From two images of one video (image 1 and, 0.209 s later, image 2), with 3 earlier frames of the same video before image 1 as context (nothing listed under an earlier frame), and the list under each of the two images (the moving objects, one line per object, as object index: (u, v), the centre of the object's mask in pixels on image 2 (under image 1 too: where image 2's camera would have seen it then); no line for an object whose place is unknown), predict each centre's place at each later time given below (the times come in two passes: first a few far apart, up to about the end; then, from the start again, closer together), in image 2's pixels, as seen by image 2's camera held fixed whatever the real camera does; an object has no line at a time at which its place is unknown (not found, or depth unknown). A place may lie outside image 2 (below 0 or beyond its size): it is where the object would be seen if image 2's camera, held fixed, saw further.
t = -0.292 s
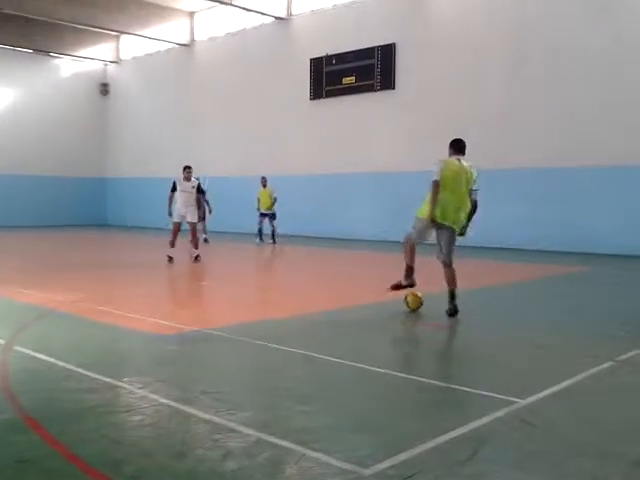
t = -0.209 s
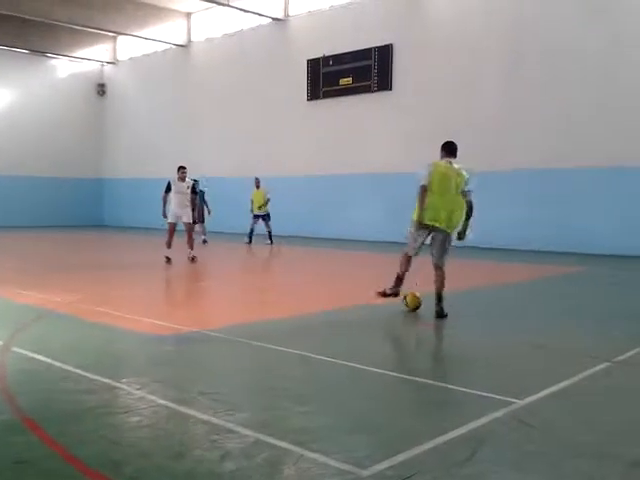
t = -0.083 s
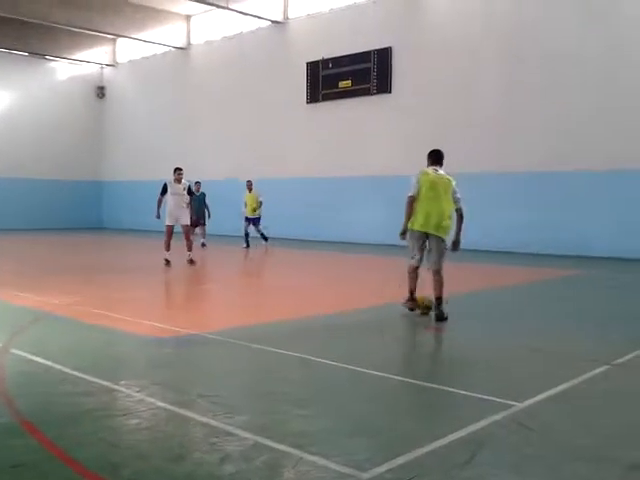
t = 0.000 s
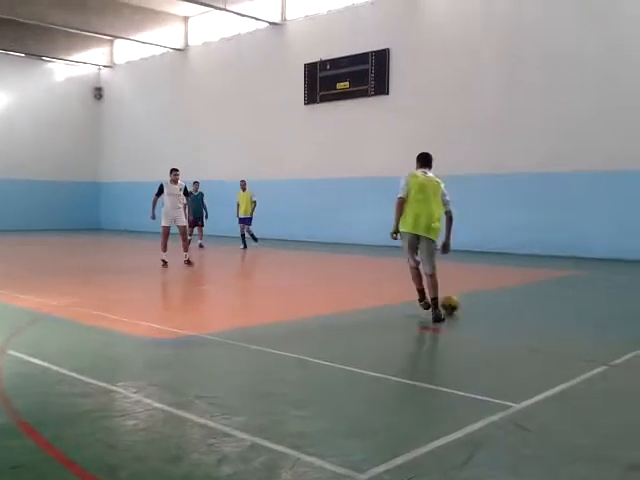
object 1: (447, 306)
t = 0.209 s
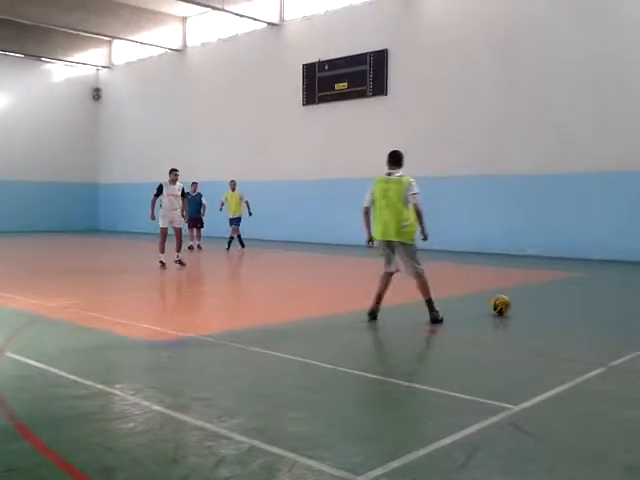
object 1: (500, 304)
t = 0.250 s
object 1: (508, 303)
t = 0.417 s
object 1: (538, 303)
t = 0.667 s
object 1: (580, 302)
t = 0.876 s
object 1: (613, 301)
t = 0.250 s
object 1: (508, 303)
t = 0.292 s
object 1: (518, 304)
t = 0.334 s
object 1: (523, 305)
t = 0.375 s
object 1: (531, 303)
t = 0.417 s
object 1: (538, 303)
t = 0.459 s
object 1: (546, 303)
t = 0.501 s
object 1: (552, 303)
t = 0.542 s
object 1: (561, 302)
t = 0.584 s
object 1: (566, 303)
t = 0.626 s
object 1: (573, 303)
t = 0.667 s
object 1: (580, 302)
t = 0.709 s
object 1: (587, 302)
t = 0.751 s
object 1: (593, 301)
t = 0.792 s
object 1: (600, 301)
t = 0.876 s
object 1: (613, 301)
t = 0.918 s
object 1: (620, 300)
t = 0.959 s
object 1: (626, 301)
